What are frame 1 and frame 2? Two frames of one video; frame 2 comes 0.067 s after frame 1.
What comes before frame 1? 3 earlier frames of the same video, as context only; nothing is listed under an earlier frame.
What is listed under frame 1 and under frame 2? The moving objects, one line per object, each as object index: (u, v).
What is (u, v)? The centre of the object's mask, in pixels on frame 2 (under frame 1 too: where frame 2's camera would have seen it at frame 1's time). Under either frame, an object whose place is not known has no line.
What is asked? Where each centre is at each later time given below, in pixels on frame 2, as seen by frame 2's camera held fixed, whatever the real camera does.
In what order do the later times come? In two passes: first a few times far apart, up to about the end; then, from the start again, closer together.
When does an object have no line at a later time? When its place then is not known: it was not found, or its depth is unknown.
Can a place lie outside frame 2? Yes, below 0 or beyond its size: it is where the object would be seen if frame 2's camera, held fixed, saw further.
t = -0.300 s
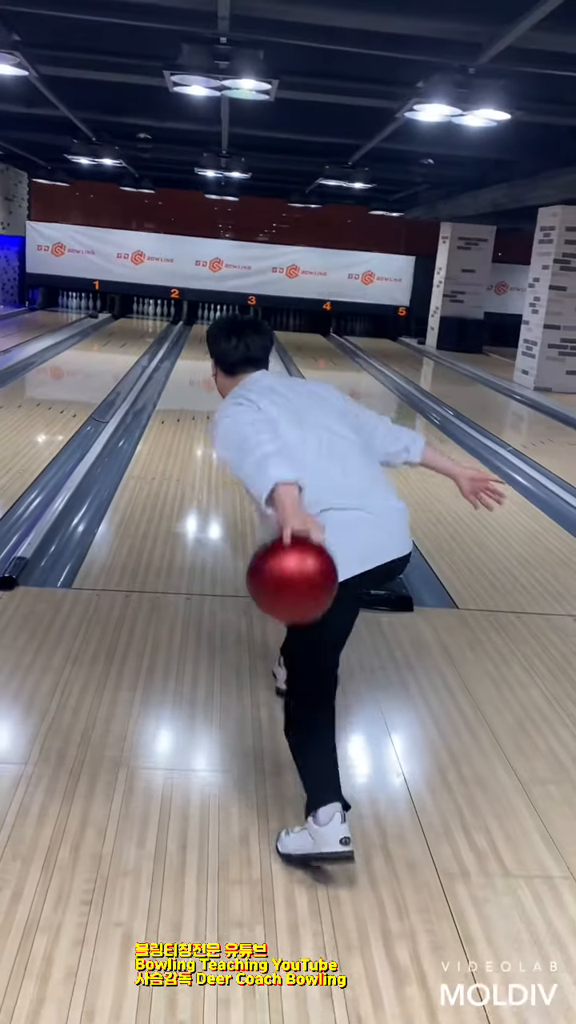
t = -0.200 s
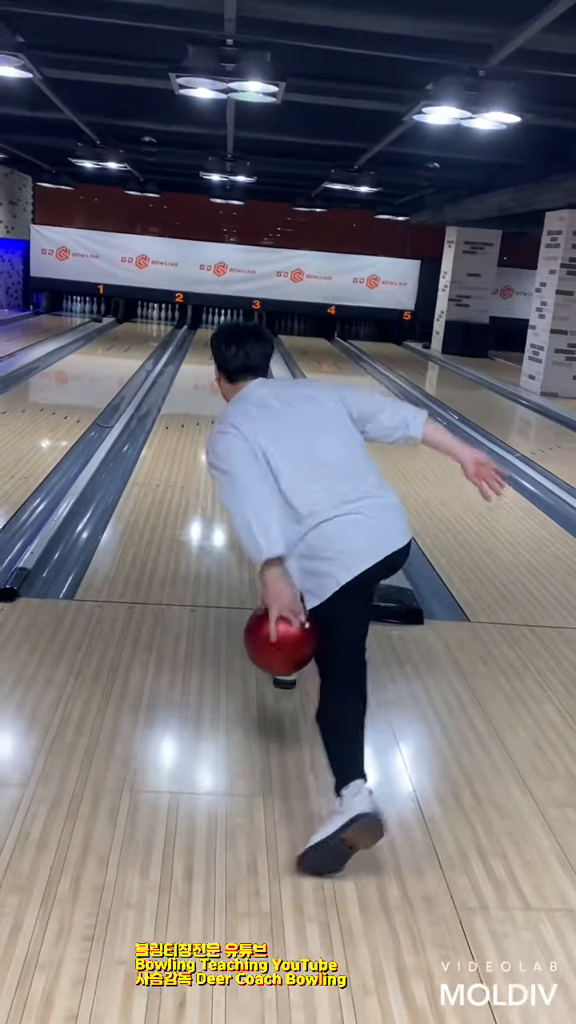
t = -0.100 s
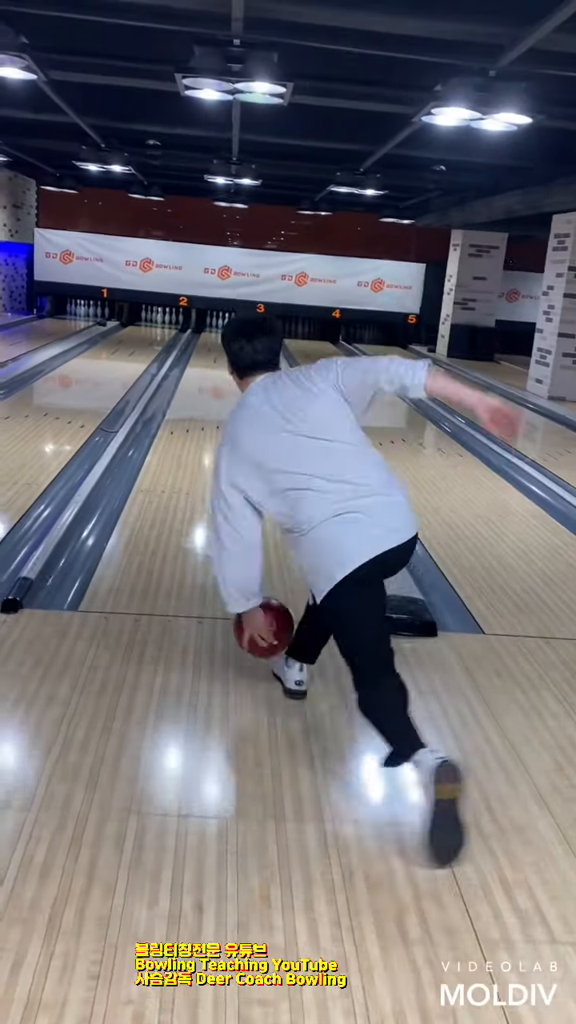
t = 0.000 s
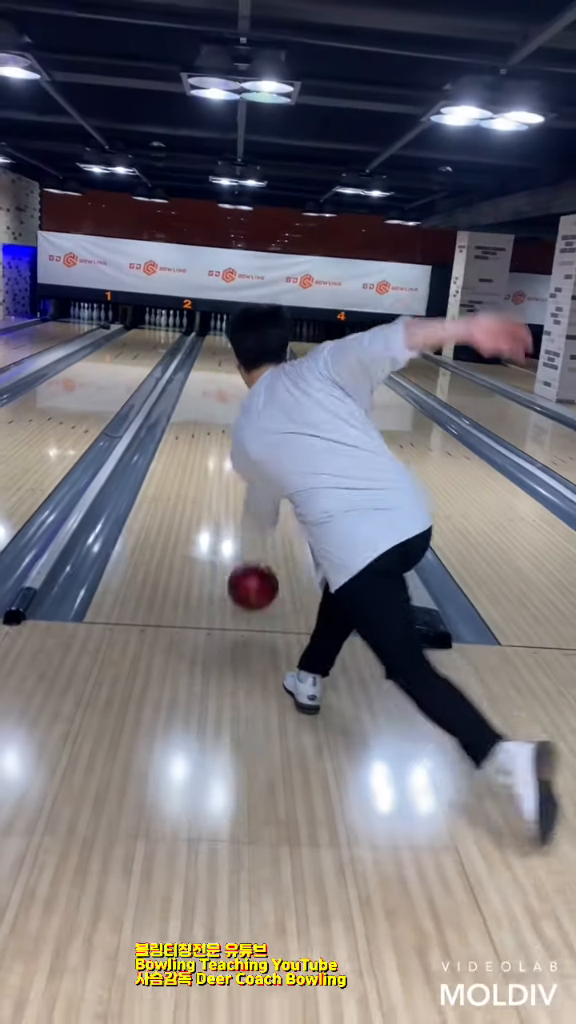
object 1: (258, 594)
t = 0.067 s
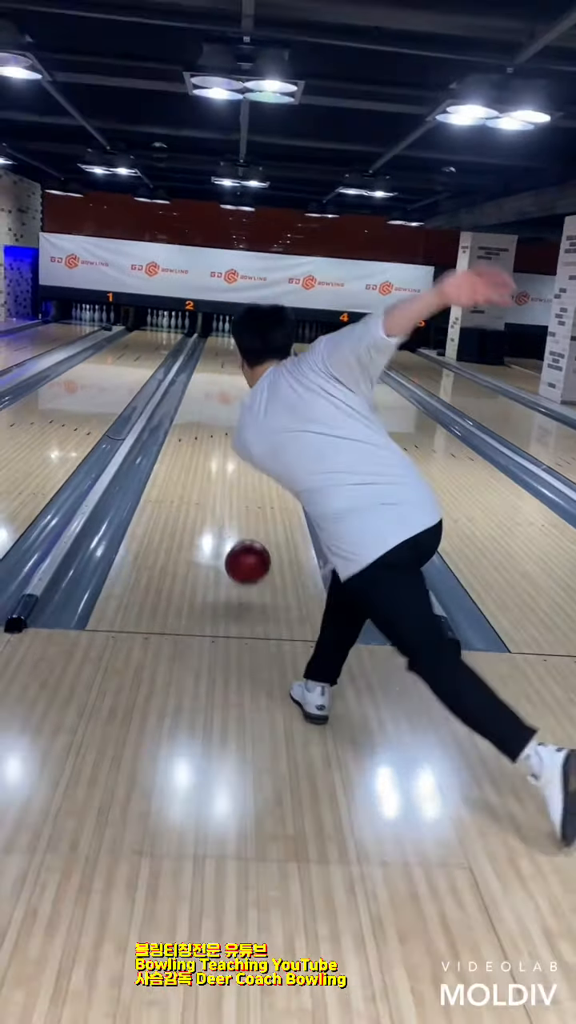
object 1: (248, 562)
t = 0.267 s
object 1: (227, 499)
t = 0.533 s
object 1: (214, 442)
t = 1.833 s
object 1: (209, 348)
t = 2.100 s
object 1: (214, 340)
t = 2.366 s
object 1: (221, 335)
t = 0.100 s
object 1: (243, 553)
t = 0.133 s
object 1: (239, 544)
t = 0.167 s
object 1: (235, 530)
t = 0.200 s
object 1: (232, 520)
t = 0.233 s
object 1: (230, 509)
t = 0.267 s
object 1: (227, 499)
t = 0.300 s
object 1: (225, 491)
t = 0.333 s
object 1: (223, 482)
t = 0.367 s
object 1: (221, 474)
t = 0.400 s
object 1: (220, 466)
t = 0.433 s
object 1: (218, 460)
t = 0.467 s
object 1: (217, 453)
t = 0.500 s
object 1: (215, 448)
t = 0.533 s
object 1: (214, 442)
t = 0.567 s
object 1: (213, 437)
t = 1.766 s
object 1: (207, 350)
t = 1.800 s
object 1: (208, 349)
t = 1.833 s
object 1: (209, 348)
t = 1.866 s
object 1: (209, 347)
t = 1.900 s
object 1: (210, 346)
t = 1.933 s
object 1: (210, 345)
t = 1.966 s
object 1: (211, 344)
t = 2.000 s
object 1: (212, 343)
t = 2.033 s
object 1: (212, 342)
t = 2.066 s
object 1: (213, 341)
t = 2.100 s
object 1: (214, 340)
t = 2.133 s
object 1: (215, 339)
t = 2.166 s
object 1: (215, 339)
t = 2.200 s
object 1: (217, 337)
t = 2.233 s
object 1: (218, 337)
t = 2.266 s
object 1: (219, 336)
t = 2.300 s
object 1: (220, 336)
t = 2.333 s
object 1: (221, 336)
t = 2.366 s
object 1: (221, 335)
